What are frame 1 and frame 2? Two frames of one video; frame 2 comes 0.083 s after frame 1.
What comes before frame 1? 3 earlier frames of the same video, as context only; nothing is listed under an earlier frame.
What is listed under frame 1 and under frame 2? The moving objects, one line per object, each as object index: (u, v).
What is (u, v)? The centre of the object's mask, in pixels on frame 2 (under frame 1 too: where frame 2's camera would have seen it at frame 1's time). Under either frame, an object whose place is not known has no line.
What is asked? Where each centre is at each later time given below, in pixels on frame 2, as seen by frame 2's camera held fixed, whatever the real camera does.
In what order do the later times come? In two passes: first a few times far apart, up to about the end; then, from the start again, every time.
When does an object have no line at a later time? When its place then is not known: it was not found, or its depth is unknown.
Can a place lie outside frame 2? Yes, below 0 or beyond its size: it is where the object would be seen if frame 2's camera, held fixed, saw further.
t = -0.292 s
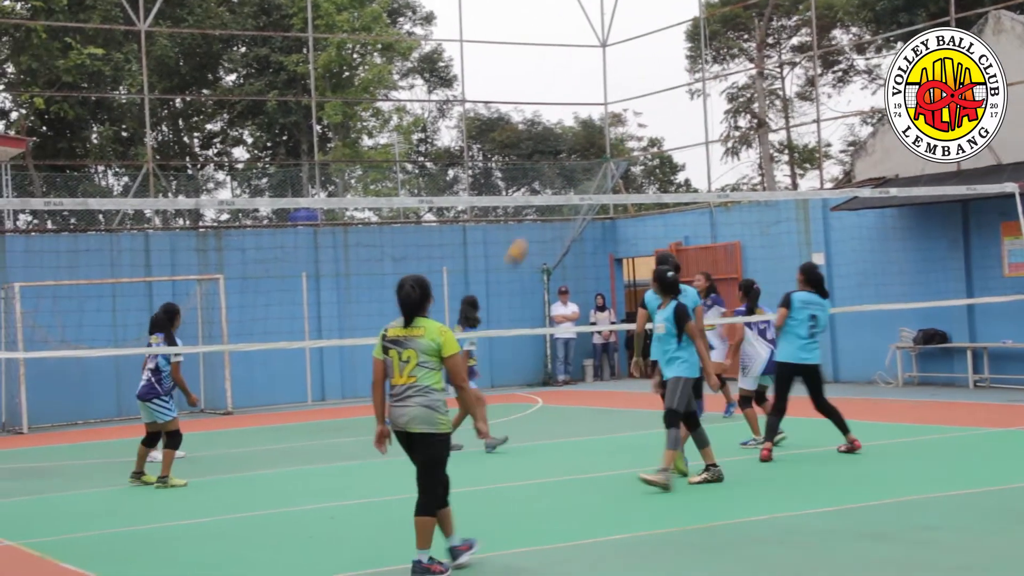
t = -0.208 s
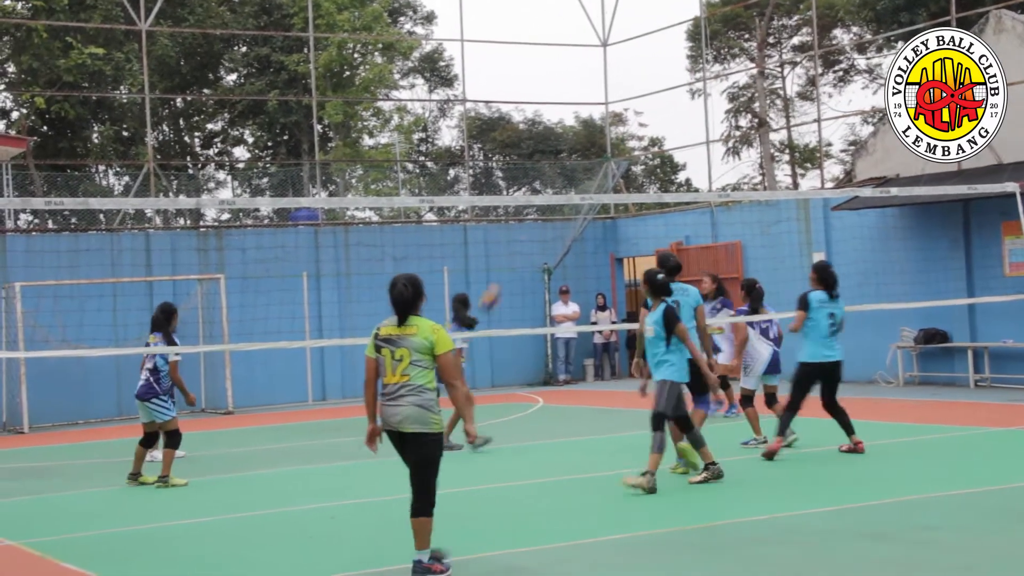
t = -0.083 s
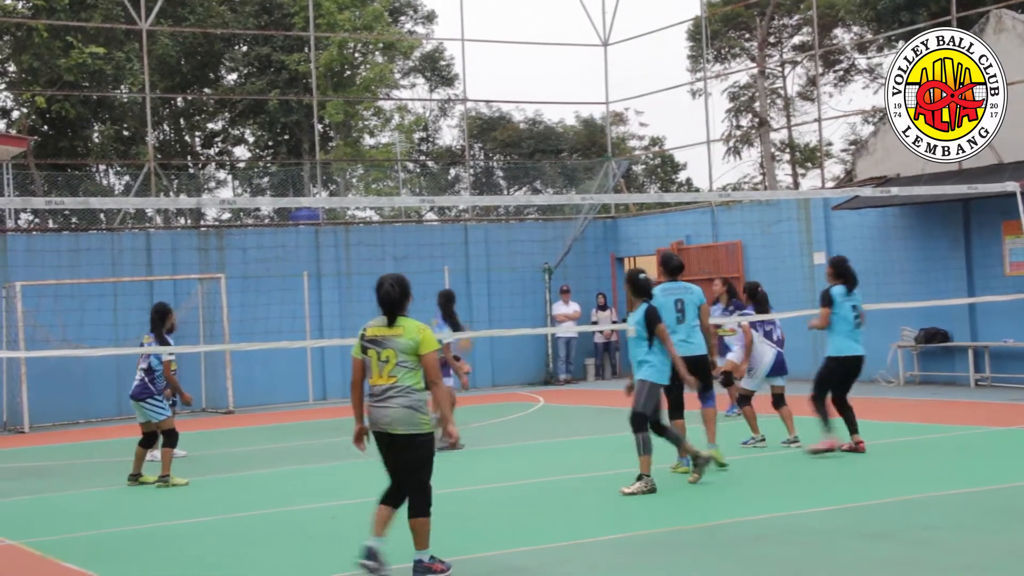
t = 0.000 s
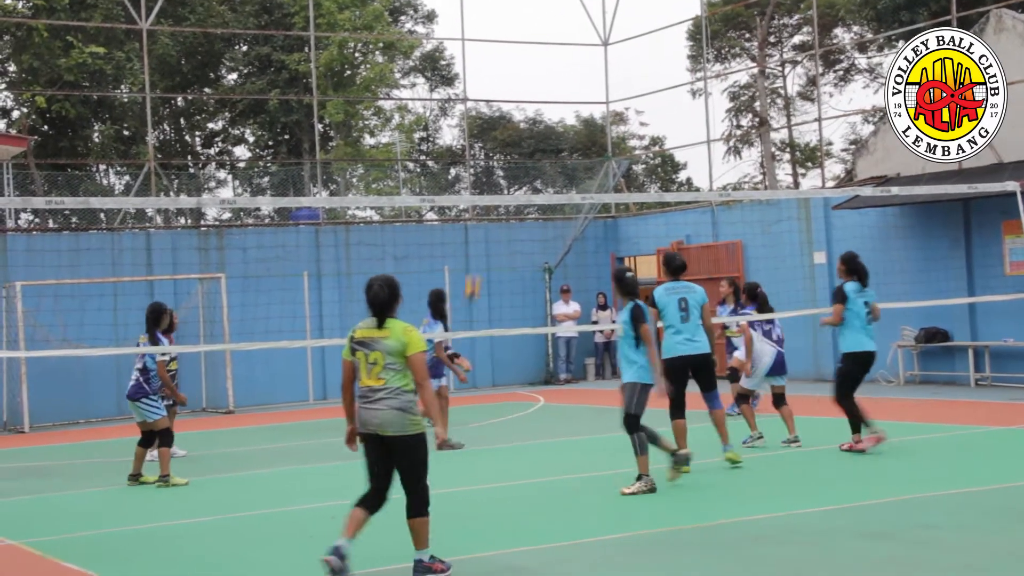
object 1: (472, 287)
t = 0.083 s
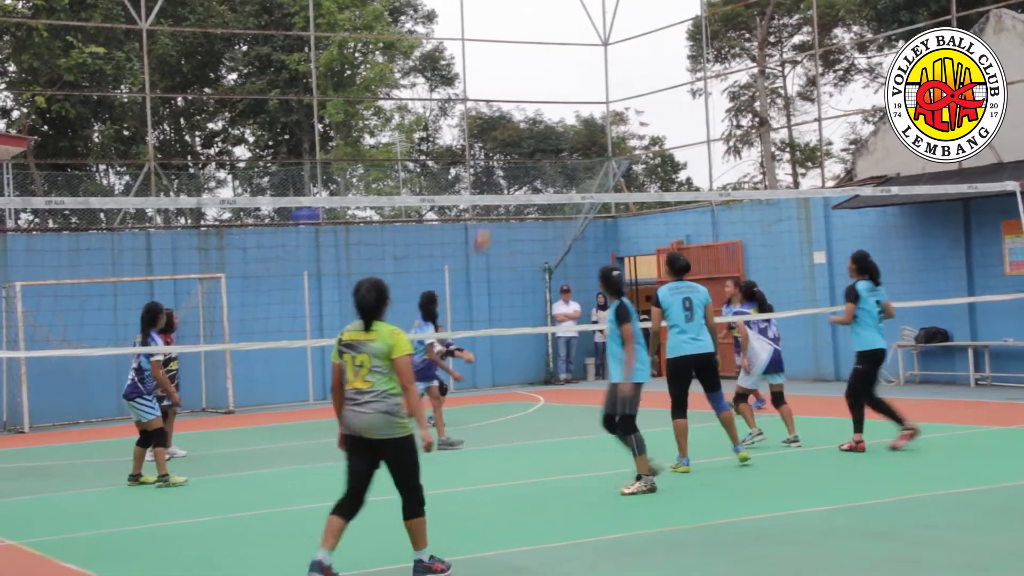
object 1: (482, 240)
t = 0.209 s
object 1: (495, 178)
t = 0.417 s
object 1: (518, 107)
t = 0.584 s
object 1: (539, 74)
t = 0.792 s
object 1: (567, 66)
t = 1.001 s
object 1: (598, 97)
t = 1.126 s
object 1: (621, 134)
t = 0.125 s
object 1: (486, 218)
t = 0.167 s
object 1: (491, 191)
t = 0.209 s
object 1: (495, 178)
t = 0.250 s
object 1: (498, 161)
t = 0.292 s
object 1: (505, 144)
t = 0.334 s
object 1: (508, 131)
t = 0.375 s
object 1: (512, 120)
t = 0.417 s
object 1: (518, 107)
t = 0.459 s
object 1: (523, 96)
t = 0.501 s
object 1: (528, 87)
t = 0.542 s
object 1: (533, 80)
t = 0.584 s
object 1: (539, 74)
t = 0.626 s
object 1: (544, 69)
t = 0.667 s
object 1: (550, 66)
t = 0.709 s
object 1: (555, 65)
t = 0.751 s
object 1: (561, 64)
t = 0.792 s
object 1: (567, 66)
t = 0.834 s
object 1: (573, 69)
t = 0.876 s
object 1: (580, 73)
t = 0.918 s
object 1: (586, 79)
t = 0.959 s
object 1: (592, 87)
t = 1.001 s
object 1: (598, 97)
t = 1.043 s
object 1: (605, 108)
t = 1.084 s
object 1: (613, 119)
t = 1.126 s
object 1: (621, 134)
